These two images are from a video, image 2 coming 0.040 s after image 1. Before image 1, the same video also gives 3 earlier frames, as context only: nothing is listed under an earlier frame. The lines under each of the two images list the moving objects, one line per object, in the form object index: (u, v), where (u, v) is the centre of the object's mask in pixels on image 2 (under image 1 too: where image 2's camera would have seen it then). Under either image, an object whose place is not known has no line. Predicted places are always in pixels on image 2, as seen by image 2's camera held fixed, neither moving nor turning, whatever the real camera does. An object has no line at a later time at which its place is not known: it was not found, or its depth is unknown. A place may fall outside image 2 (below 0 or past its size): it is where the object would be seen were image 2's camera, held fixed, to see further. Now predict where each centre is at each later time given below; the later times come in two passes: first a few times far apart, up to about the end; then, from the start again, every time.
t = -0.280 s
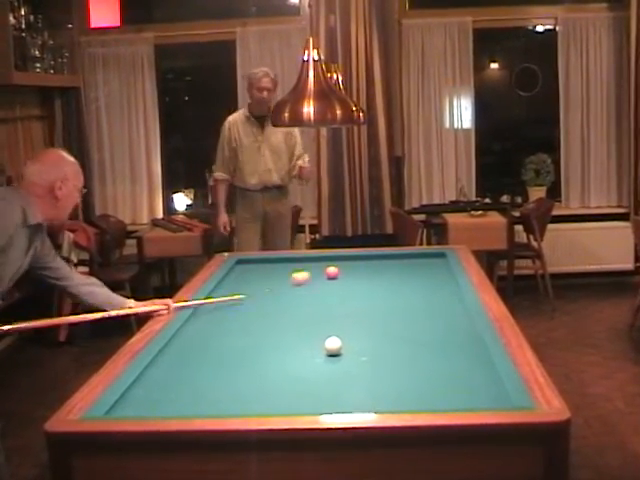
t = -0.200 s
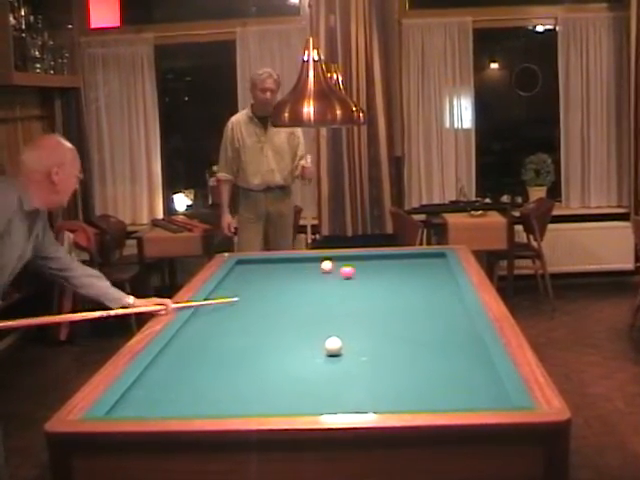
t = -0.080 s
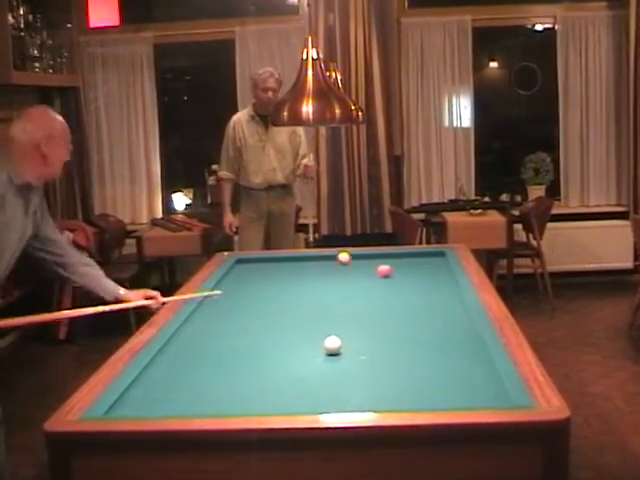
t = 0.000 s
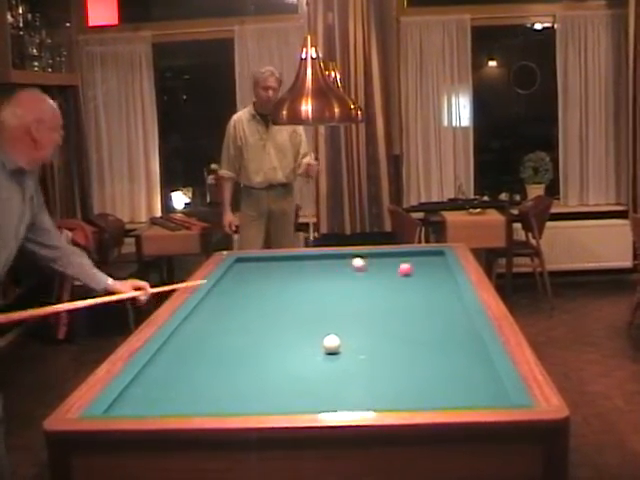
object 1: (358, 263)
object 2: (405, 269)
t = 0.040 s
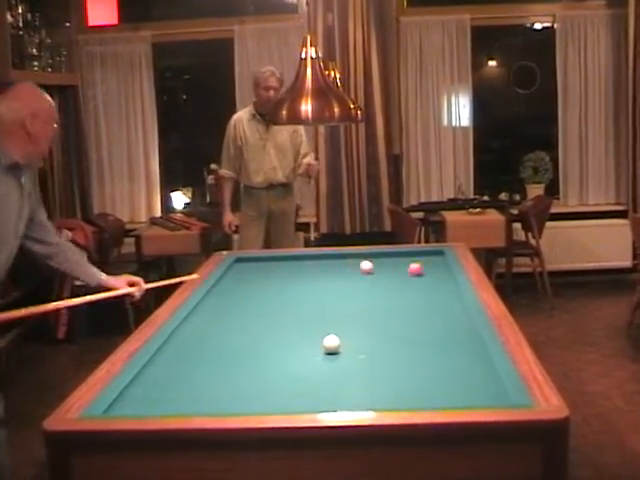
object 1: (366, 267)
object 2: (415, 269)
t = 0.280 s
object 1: (425, 286)
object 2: (423, 269)
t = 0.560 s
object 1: (432, 311)
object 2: (380, 270)
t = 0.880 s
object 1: (384, 348)
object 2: (334, 272)
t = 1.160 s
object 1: (329, 392)
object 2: (294, 274)
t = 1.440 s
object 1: (259, 390)
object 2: (255, 276)
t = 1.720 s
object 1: (201, 370)
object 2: (228, 277)
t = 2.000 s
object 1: (167, 353)
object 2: (247, 276)
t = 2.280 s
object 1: (211, 336)
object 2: (266, 275)
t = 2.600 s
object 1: (255, 320)
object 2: (288, 274)
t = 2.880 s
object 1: (288, 308)
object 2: (306, 273)
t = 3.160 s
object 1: (318, 297)
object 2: (323, 273)
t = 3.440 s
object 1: (345, 286)
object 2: (339, 271)
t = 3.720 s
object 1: (368, 278)
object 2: (354, 271)
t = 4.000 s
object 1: (389, 270)
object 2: (368, 270)
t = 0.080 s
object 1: (375, 270)
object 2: (426, 268)
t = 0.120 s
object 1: (384, 273)
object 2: (436, 268)
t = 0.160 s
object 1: (394, 276)
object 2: (444, 268)
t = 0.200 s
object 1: (404, 280)
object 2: (437, 268)
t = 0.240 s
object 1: (414, 282)
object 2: (429, 268)
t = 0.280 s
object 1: (425, 286)
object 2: (423, 269)
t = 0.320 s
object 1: (437, 289)
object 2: (416, 269)
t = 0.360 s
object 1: (448, 293)
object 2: (410, 270)
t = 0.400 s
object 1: (455, 297)
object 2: (403, 270)
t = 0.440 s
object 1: (448, 300)
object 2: (398, 269)
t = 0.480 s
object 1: (442, 304)
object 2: (392, 270)
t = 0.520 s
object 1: (437, 307)
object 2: (386, 270)
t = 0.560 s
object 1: (432, 311)
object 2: (380, 270)
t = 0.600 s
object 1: (426, 315)
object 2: (375, 271)
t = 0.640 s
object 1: (421, 319)
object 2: (369, 271)
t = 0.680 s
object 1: (416, 324)
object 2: (363, 271)
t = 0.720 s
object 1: (410, 328)
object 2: (357, 271)
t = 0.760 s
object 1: (404, 333)
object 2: (351, 271)
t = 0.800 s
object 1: (398, 338)
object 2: (345, 271)
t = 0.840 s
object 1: (391, 343)
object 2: (339, 272)
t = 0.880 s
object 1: (384, 348)
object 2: (334, 272)
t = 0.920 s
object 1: (377, 353)
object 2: (328, 273)
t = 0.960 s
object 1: (370, 360)
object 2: (322, 273)
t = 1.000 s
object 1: (362, 365)
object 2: (317, 273)
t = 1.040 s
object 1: (355, 371)
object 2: (311, 274)
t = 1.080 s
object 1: (346, 377)
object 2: (305, 274)
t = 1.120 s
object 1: (337, 384)
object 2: (299, 274)
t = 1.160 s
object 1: (329, 392)
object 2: (294, 274)
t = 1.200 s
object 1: (319, 397)
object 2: (288, 275)
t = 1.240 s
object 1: (309, 402)
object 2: (283, 275)
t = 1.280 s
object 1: (299, 403)
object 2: (277, 275)
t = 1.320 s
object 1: (289, 400)
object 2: (273, 275)
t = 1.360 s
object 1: (278, 397)
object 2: (266, 276)
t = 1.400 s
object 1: (269, 393)
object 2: (261, 275)
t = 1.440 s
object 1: (259, 390)
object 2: (255, 276)
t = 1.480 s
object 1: (251, 387)
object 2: (250, 276)
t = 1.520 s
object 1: (242, 384)
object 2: (244, 276)
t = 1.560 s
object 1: (233, 381)
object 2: (239, 276)
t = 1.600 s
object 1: (225, 379)
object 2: (234, 277)
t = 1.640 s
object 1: (217, 375)
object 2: (229, 276)
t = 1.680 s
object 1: (209, 372)
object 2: (225, 277)
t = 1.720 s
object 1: (201, 370)
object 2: (228, 277)
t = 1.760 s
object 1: (194, 367)
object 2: (231, 277)
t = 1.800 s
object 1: (187, 364)
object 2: (233, 277)
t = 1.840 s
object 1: (179, 362)
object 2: (236, 276)
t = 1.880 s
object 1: (172, 359)
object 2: (239, 276)
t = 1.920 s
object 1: (165, 357)
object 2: (242, 276)
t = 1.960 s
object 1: (160, 355)
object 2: (244, 276)
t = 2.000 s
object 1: (167, 353)
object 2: (247, 276)
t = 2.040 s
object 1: (174, 350)
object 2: (250, 276)
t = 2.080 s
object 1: (180, 348)
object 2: (252, 276)
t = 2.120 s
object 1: (187, 345)
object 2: (256, 275)
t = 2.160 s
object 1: (193, 343)
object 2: (258, 275)
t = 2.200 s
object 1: (199, 341)
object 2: (260, 275)
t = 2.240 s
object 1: (205, 338)
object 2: (264, 275)
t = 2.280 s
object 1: (211, 336)
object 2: (266, 275)
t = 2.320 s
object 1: (217, 334)
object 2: (269, 275)
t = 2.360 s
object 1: (222, 332)
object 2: (271, 275)
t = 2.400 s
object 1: (228, 330)
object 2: (274, 275)
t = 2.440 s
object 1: (233, 327)
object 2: (277, 274)
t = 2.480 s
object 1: (239, 325)
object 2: (280, 274)
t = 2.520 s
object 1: (244, 324)
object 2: (283, 274)
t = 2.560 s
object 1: (250, 322)
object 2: (285, 274)
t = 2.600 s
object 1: (255, 320)
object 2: (288, 274)
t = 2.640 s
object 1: (260, 318)
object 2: (290, 274)
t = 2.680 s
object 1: (265, 316)
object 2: (293, 273)
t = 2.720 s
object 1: (269, 314)
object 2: (295, 273)
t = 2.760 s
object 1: (274, 312)
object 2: (298, 274)
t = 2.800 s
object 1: (279, 311)
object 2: (300, 273)
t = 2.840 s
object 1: (284, 309)
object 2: (303, 273)
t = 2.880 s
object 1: (288, 308)
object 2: (306, 273)
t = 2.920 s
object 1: (293, 306)
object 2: (308, 273)
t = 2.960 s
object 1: (297, 305)
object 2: (310, 273)
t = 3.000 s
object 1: (301, 303)
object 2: (313, 273)
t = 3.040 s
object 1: (306, 302)
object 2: (316, 273)
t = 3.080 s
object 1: (310, 300)
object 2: (318, 273)
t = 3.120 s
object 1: (314, 298)
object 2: (320, 273)
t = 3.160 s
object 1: (318, 297)
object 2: (323, 273)
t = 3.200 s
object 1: (322, 295)
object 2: (325, 272)
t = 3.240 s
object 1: (326, 294)
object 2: (327, 272)
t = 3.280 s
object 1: (329, 292)
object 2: (330, 272)
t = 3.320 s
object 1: (334, 291)
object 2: (332, 272)
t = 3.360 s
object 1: (338, 289)
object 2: (335, 272)
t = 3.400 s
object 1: (341, 288)
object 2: (337, 272)
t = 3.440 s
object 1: (345, 286)
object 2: (339, 271)
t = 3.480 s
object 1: (348, 285)
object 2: (341, 271)
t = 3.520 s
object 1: (351, 284)
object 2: (343, 271)
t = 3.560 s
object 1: (355, 283)
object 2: (345, 271)
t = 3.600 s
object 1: (358, 281)
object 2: (347, 271)
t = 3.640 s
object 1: (361, 280)
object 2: (350, 271)
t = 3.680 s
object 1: (365, 279)
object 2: (352, 271)
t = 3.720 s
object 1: (368, 278)
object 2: (354, 271)
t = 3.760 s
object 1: (371, 276)
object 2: (356, 271)
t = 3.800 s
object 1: (374, 275)
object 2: (358, 271)
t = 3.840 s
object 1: (377, 274)
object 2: (360, 271)
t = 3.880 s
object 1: (380, 273)
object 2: (362, 271)
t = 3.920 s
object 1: (383, 272)
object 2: (364, 271)
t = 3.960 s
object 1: (386, 271)
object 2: (366, 270)
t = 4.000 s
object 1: (389, 270)
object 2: (368, 270)
